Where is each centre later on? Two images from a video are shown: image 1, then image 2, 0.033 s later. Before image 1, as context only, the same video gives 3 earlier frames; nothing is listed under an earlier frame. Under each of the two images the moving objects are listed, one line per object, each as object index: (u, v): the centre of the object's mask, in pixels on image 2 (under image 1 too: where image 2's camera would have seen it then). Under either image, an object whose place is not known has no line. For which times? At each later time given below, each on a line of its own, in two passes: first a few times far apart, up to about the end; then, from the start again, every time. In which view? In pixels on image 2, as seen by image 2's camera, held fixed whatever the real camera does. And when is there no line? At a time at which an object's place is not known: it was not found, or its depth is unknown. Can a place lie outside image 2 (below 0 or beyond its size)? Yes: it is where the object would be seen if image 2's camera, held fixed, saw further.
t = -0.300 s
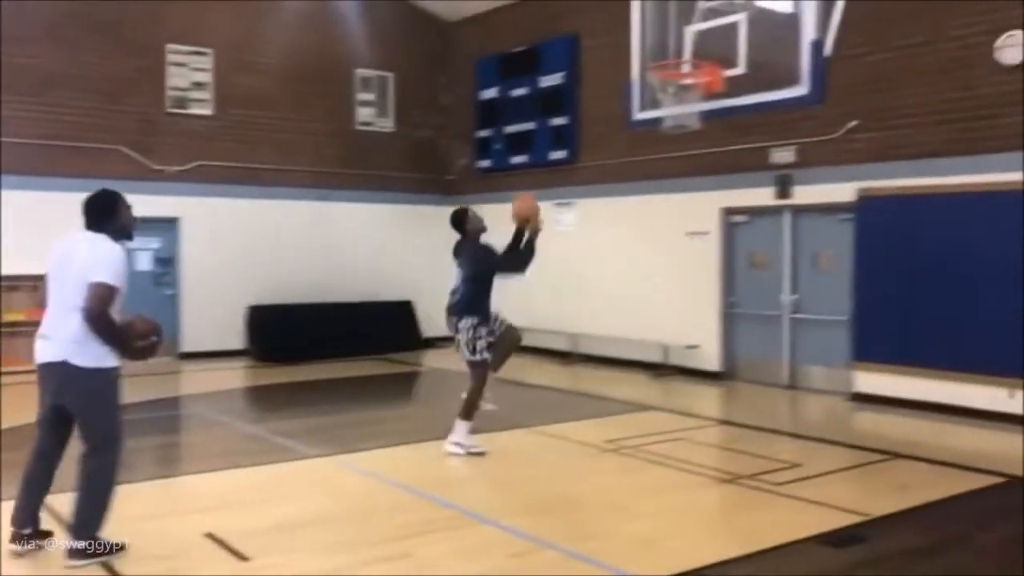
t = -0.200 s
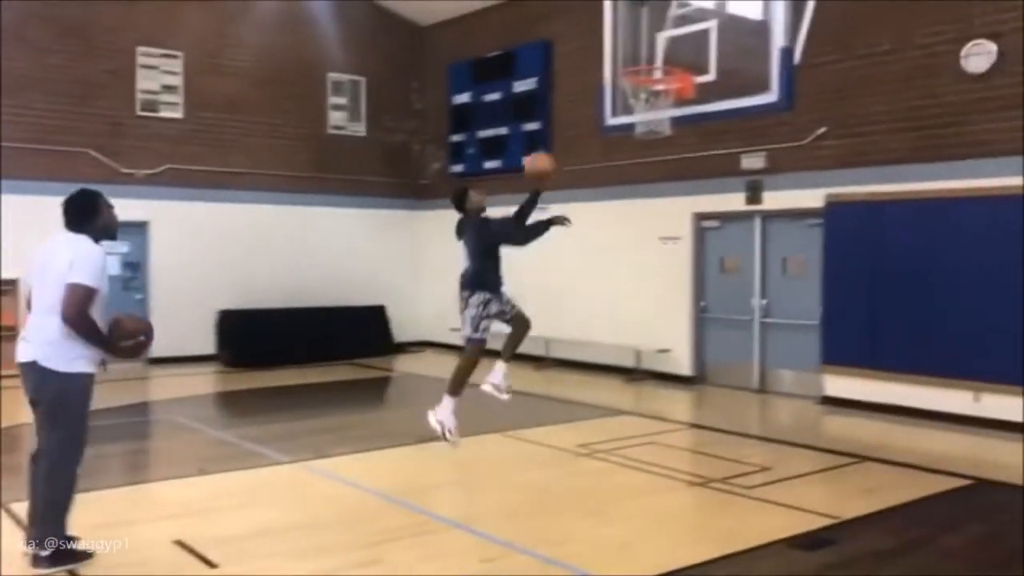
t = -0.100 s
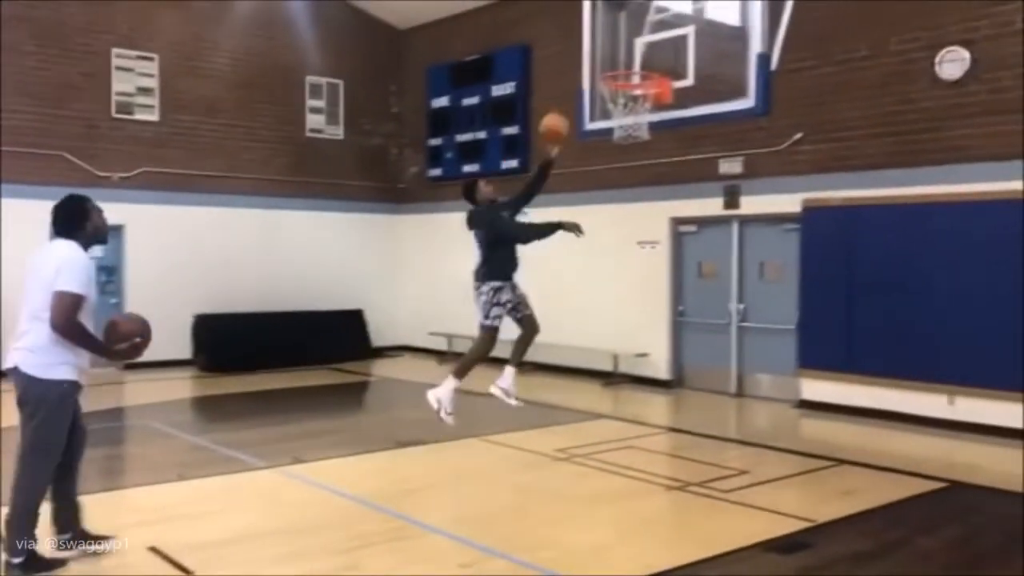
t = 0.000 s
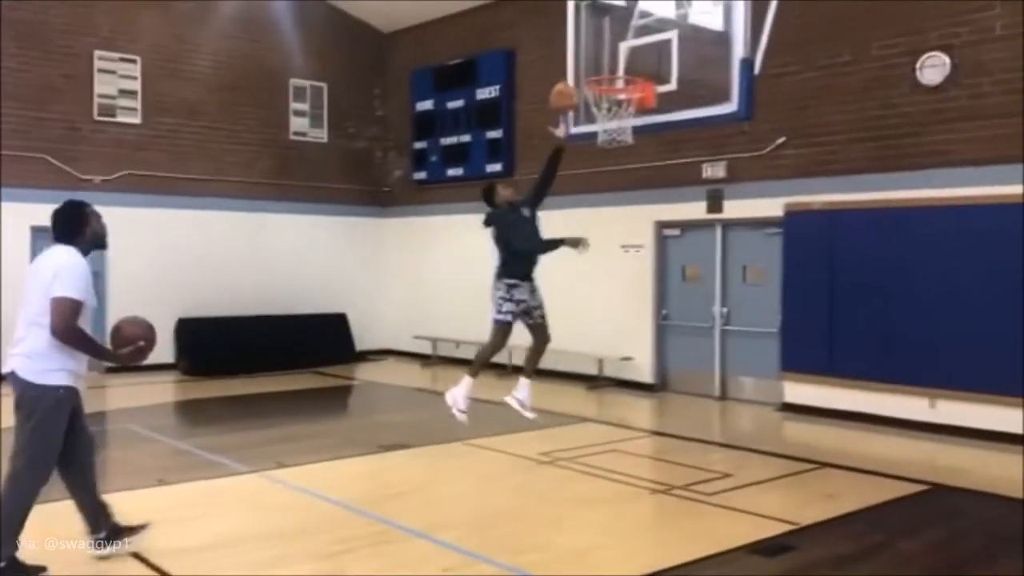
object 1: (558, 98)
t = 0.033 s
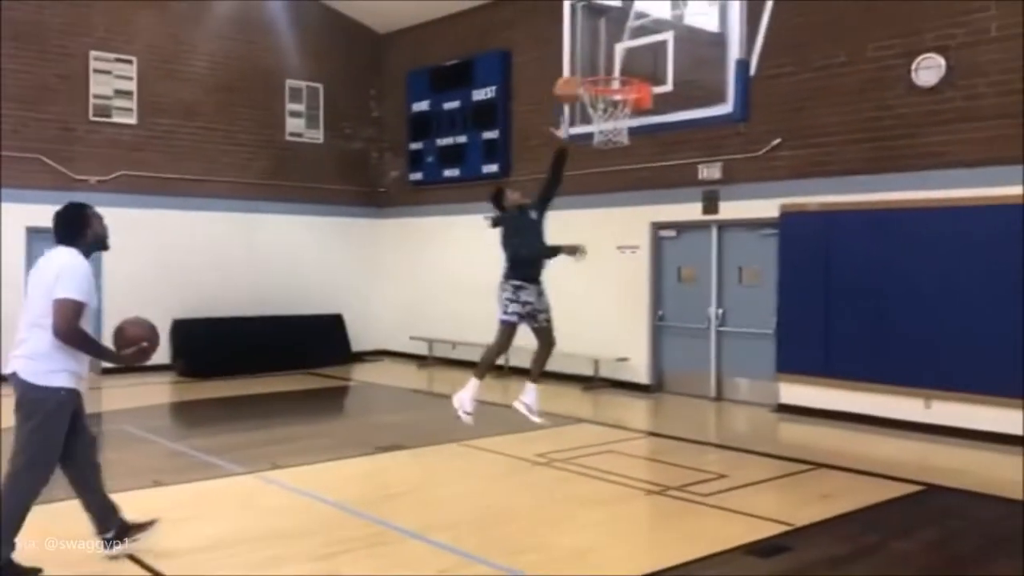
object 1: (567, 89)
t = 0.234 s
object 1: (612, 59)
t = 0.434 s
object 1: (611, 66)
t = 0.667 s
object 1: (604, 123)
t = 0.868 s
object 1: (596, 173)
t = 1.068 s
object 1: (590, 277)
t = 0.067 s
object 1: (578, 81)
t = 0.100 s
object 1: (583, 72)
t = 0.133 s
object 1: (596, 68)
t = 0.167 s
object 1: (603, 63)
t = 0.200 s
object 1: (611, 60)
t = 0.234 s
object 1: (612, 59)
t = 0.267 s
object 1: (612, 58)
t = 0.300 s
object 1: (612, 58)
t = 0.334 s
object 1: (612, 58)
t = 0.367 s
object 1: (612, 60)
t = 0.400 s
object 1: (612, 63)
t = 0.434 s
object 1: (611, 66)
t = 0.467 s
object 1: (611, 77)
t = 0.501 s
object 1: (610, 84)
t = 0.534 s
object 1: (610, 96)
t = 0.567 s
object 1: (609, 104)
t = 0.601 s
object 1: (610, 111)
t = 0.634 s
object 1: (607, 114)
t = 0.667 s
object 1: (604, 123)
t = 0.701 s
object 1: (604, 131)
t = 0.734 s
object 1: (603, 131)
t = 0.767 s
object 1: (602, 142)
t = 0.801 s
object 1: (599, 150)
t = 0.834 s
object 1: (598, 162)
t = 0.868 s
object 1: (596, 173)
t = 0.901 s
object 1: (596, 190)
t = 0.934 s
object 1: (595, 204)
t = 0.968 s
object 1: (594, 223)
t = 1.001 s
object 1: (592, 239)
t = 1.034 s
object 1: (591, 257)
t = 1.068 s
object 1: (590, 277)
